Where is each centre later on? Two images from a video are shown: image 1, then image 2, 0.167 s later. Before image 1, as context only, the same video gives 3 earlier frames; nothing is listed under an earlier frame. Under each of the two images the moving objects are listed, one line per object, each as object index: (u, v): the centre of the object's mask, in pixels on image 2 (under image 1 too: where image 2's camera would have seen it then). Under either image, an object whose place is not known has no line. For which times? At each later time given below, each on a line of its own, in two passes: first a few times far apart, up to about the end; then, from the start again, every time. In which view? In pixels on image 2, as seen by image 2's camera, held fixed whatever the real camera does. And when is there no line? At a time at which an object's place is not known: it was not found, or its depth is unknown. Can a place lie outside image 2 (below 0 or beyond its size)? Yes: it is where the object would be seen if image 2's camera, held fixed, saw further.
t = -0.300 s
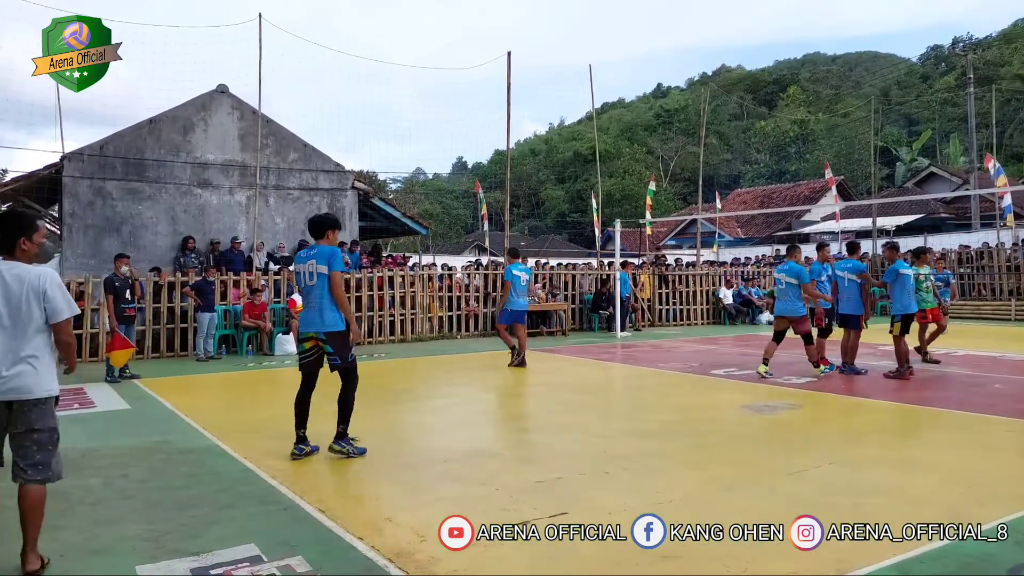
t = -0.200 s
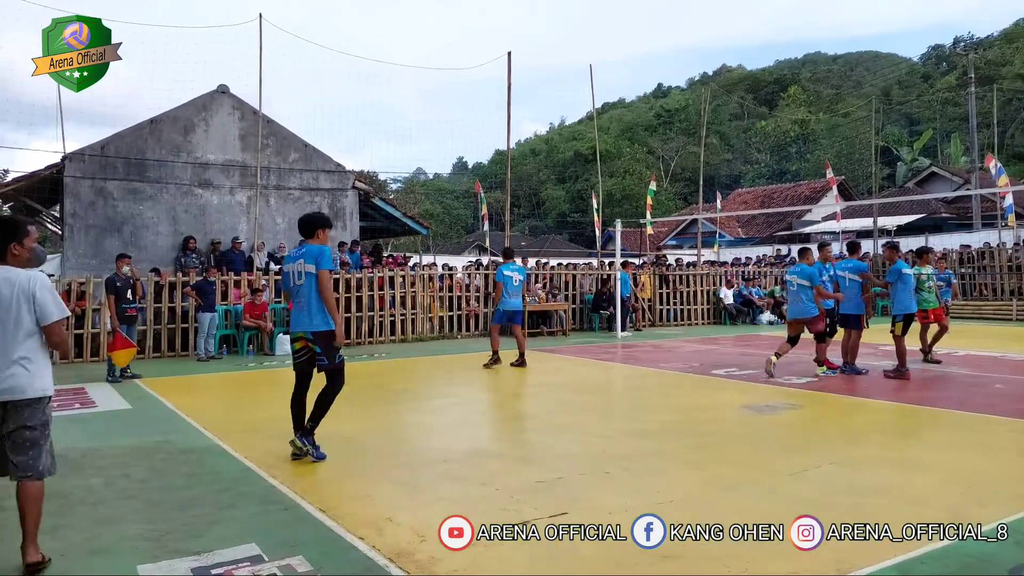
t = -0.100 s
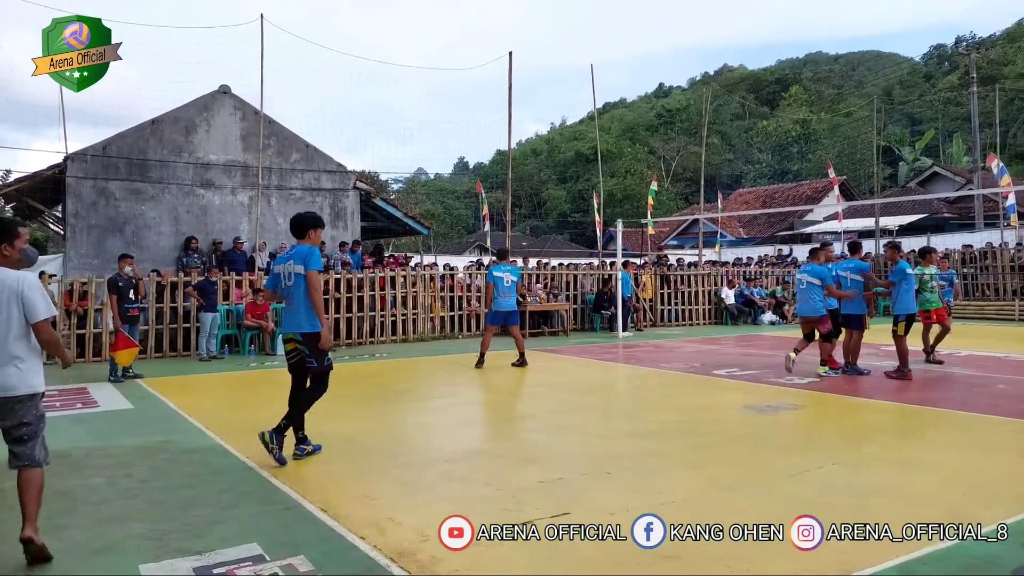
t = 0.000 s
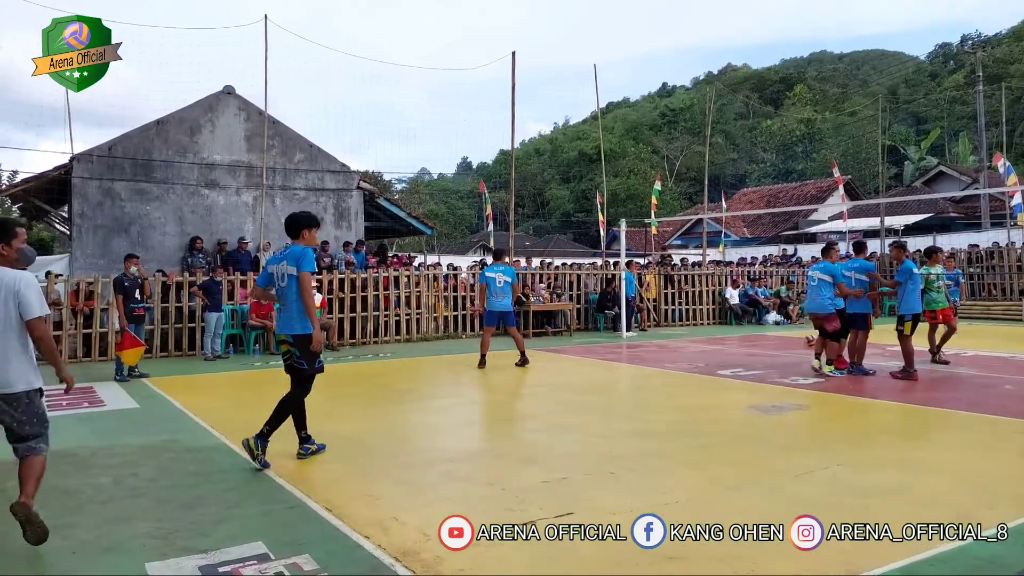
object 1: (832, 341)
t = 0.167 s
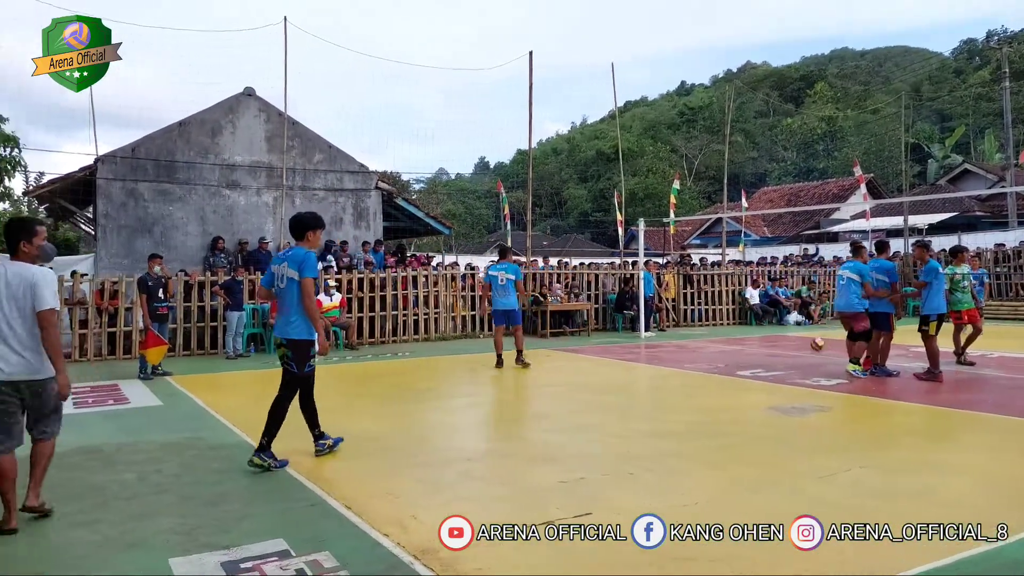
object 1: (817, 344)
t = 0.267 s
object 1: (808, 346)
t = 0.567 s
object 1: (776, 353)
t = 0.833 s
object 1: (744, 361)
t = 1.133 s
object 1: (704, 370)
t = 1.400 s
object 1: (663, 380)
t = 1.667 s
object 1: (615, 391)
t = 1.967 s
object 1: (550, 406)
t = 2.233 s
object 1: (478, 423)
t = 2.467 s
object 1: (402, 441)
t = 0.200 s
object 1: (814, 346)
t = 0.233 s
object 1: (810, 345)
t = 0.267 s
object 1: (808, 346)
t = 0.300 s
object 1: (804, 347)
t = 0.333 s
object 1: (801, 349)
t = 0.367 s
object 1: (797, 349)
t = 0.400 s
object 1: (795, 351)
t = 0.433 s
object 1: (791, 351)
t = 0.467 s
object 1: (788, 351)
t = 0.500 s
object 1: (784, 352)
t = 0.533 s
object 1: (780, 353)
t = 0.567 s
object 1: (776, 353)
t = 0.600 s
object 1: (773, 353)
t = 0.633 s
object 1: (769, 355)
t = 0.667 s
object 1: (765, 357)
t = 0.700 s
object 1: (761, 357)
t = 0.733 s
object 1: (757, 357)
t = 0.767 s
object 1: (753, 359)
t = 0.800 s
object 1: (749, 361)
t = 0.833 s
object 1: (744, 361)
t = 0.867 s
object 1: (741, 362)
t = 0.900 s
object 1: (736, 363)
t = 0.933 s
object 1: (732, 364)
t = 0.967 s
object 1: (728, 366)
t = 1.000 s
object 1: (723, 366)
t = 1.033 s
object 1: (719, 366)
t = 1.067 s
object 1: (714, 368)
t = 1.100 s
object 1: (709, 369)
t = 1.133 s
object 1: (704, 370)
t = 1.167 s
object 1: (700, 372)
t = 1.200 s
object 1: (695, 373)
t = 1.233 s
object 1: (690, 374)
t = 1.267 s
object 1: (684, 375)
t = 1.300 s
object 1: (679, 377)
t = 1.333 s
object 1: (673, 378)
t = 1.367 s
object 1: (668, 379)
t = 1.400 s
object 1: (663, 380)
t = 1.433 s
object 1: (657, 382)
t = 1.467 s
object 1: (652, 383)
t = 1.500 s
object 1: (646, 384)
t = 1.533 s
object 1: (640, 385)
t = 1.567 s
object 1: (634, 387)
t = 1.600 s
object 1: (628, 389)
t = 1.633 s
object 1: (622, 390)
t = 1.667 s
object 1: (615, 391)
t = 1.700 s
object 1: (608, 393)
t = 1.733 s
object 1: (602, 394)
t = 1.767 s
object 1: (595, 396)
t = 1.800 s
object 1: (588, 398)
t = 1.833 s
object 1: (580, 399)
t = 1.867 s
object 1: (573, 401)
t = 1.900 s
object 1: (566, 403)
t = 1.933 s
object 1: (558, 404)
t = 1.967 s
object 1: (550, 406)
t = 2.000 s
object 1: (542, 408)
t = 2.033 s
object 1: (533, 409)
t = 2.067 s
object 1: (524, 413)
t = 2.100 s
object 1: (516, 413)
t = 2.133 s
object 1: (507, 414)
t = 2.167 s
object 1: (498, 416)
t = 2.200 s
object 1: (488, 419)
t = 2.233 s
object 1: (478, 423)
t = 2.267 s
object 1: (469, 424)
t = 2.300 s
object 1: (458, 426)
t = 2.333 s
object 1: (448, 431)
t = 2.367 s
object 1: (436, 433)
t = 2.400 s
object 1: (425, 434)
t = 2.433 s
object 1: (413, 438)
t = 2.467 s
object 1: (402, 441)
